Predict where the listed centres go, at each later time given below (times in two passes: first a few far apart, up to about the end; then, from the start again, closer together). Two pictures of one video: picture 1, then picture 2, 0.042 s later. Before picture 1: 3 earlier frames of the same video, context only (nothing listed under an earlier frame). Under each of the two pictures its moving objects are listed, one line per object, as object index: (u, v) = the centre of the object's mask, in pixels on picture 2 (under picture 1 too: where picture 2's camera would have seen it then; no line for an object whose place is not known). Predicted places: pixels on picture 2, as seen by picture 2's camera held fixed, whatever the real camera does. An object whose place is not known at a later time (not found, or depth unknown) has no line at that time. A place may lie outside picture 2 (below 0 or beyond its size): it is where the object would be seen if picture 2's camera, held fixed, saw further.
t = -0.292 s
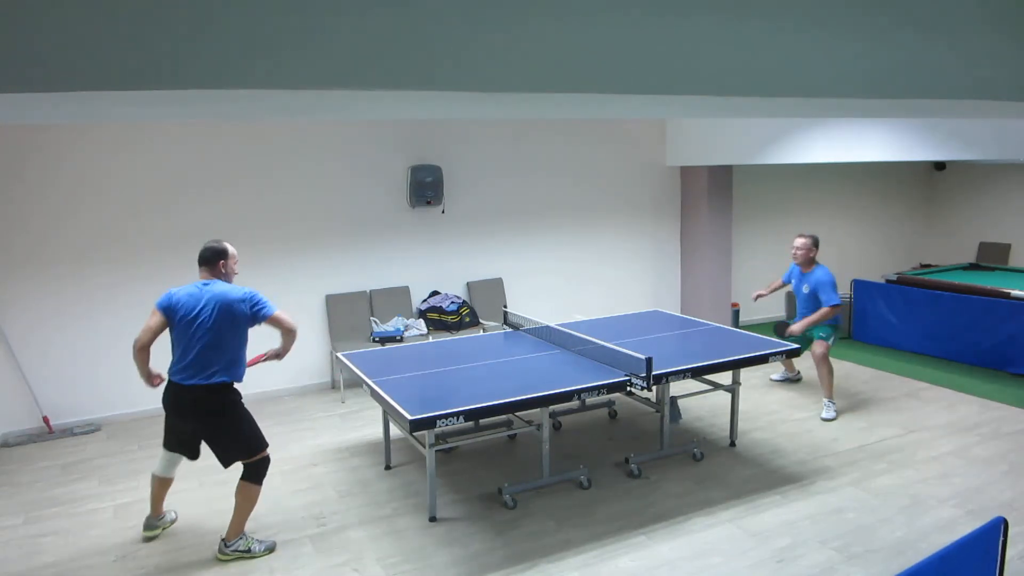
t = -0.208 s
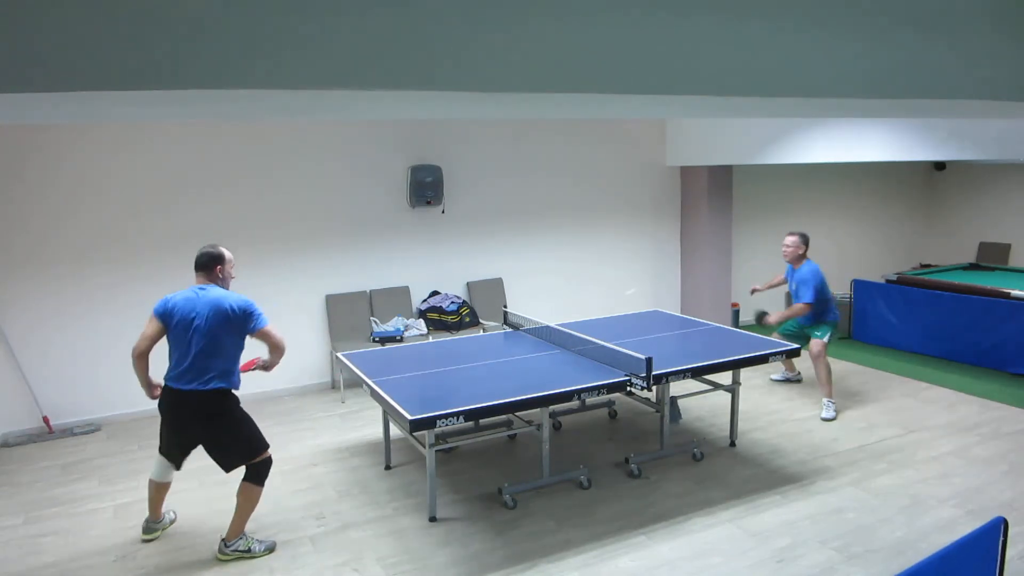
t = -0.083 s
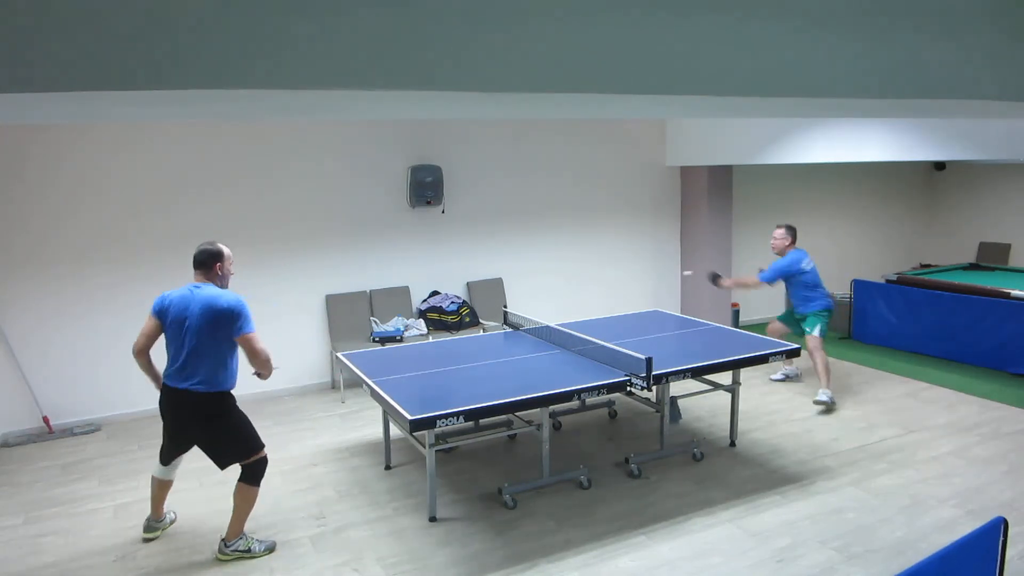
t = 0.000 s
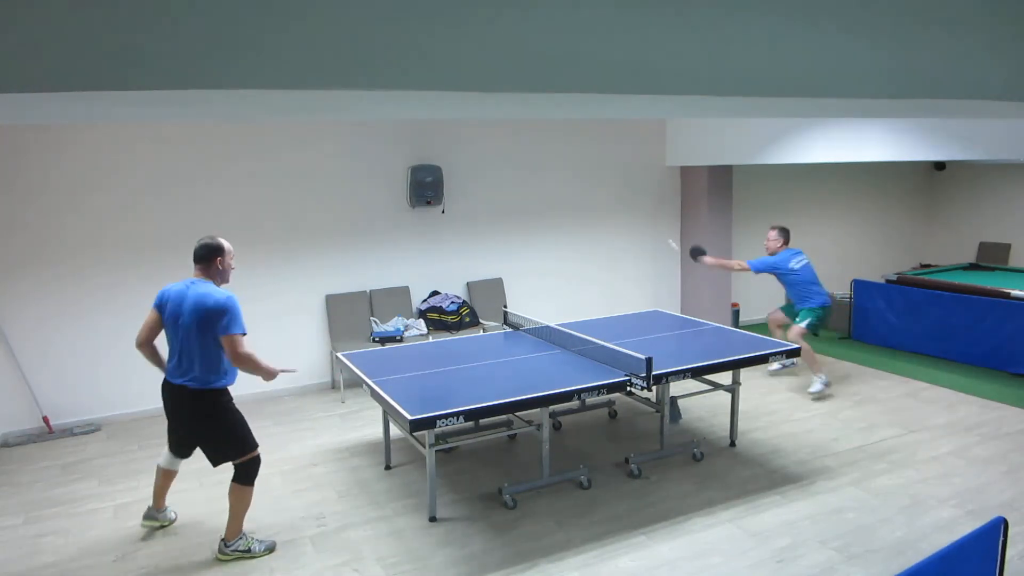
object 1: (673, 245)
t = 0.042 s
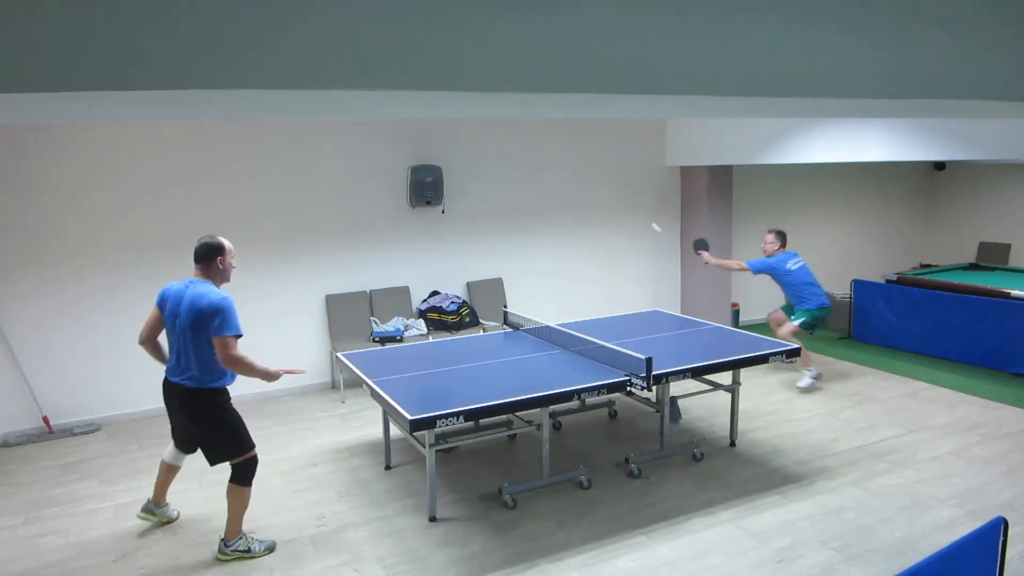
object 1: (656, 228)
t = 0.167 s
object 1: (606, 192)
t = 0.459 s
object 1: (480, 193)
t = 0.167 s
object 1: (606, 192)
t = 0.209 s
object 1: (588, 184)
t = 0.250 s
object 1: (571, 179)
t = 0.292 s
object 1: (553, 176)
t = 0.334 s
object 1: (535, 176)
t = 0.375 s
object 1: (517, 179)
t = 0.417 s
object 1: (499, 185)
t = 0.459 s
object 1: (480, 193)
